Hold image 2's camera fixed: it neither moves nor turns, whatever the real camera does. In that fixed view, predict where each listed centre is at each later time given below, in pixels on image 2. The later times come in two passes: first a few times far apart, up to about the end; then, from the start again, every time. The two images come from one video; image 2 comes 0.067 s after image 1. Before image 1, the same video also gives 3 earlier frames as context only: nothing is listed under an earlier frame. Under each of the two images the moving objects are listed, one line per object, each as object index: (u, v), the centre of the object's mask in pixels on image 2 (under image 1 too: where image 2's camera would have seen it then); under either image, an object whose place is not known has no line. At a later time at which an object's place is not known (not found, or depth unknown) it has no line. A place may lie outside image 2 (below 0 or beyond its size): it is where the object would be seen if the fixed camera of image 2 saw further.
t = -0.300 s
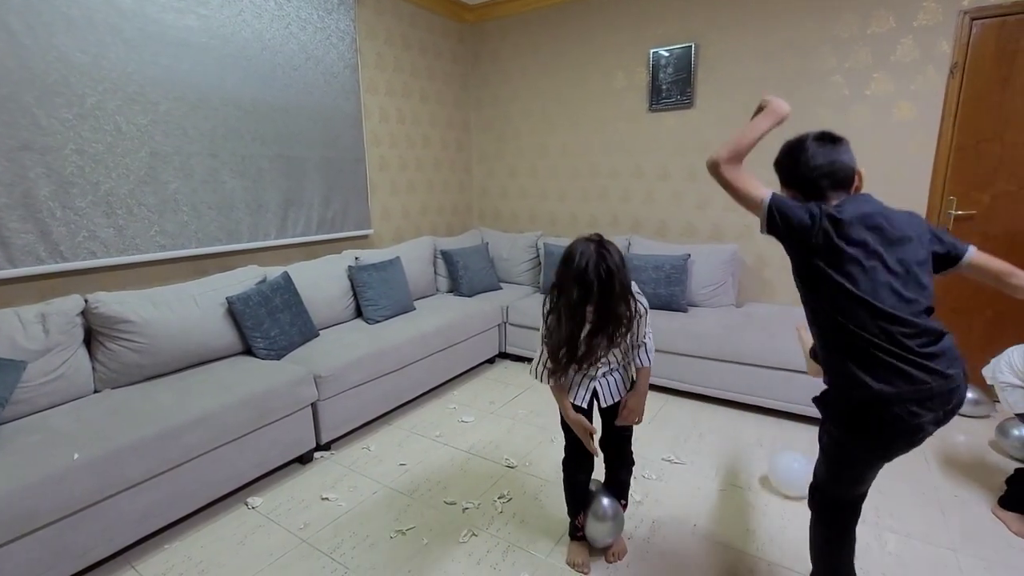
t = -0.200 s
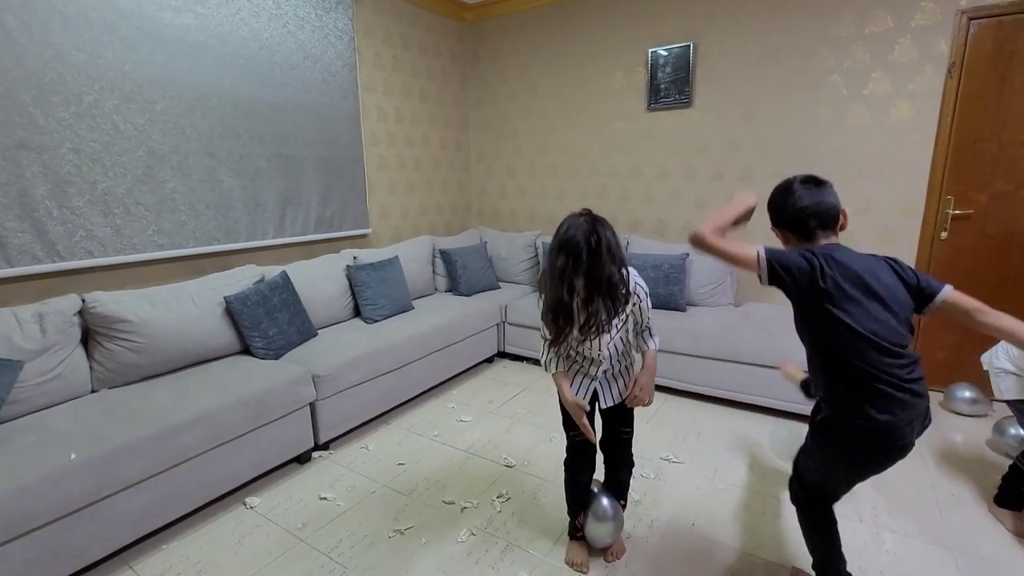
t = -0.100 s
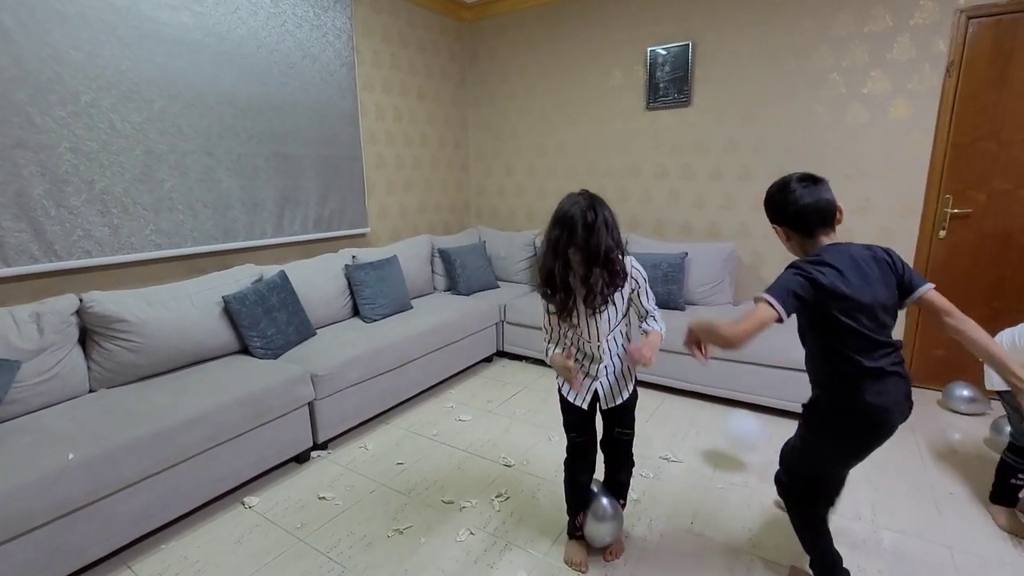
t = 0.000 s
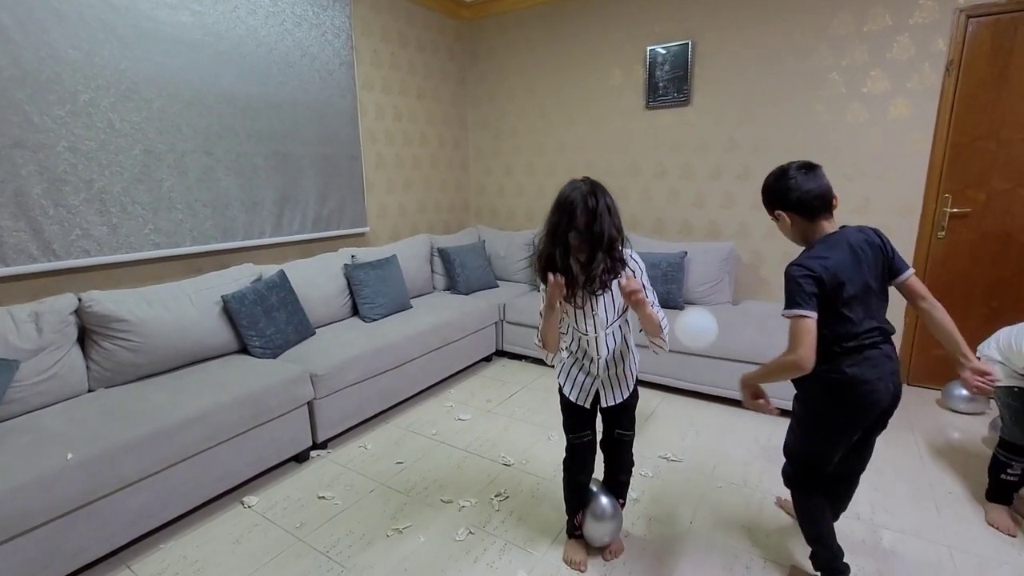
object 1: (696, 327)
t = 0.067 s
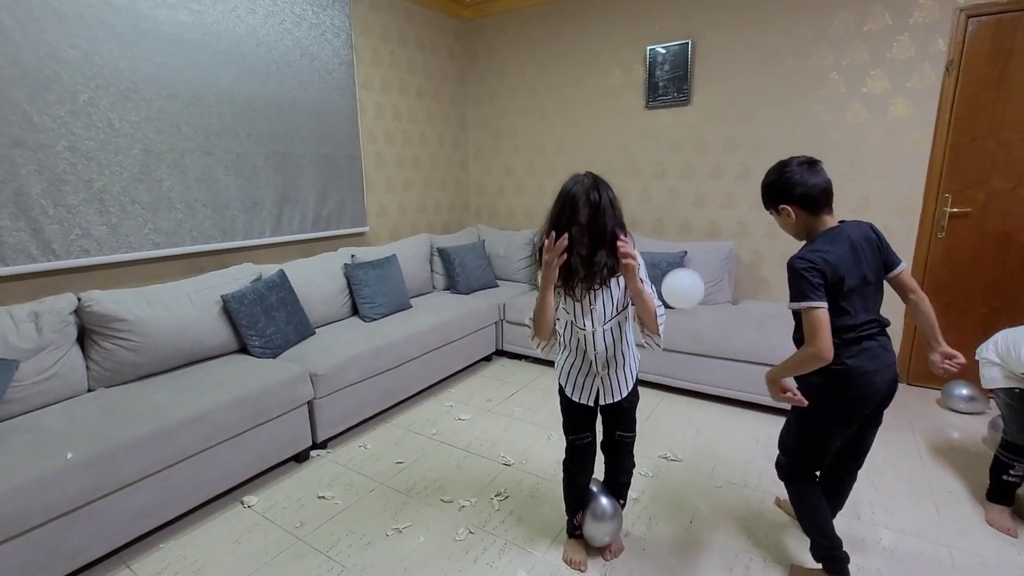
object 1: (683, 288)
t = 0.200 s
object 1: (669, 243)
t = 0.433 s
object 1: (651, 211)
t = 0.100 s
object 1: (678, 273)
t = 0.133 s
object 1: (676, 261)
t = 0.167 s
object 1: (672, 252)
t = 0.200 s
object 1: (669, 243)
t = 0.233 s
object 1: (667, 233)
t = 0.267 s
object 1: (665, 227)
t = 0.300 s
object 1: (662, 223)
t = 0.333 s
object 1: (659, 220)
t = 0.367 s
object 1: (655, 217)
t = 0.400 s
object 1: (653, 214)
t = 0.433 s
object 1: (651, 211)
